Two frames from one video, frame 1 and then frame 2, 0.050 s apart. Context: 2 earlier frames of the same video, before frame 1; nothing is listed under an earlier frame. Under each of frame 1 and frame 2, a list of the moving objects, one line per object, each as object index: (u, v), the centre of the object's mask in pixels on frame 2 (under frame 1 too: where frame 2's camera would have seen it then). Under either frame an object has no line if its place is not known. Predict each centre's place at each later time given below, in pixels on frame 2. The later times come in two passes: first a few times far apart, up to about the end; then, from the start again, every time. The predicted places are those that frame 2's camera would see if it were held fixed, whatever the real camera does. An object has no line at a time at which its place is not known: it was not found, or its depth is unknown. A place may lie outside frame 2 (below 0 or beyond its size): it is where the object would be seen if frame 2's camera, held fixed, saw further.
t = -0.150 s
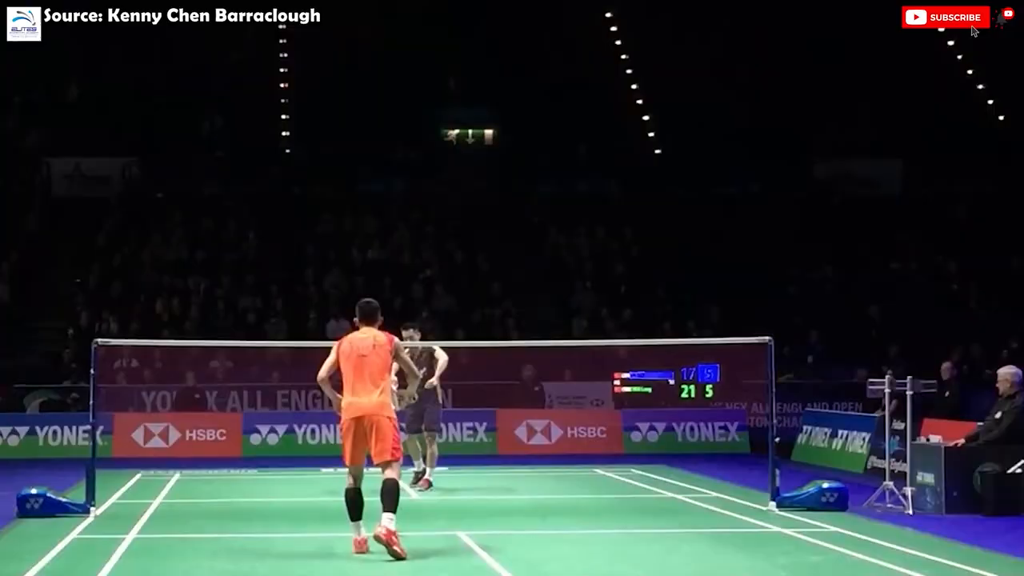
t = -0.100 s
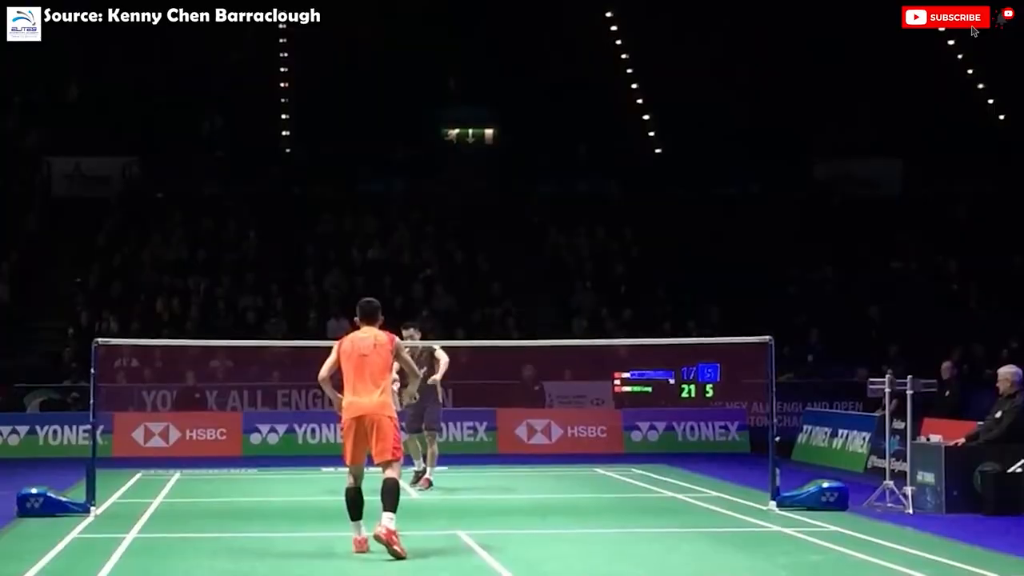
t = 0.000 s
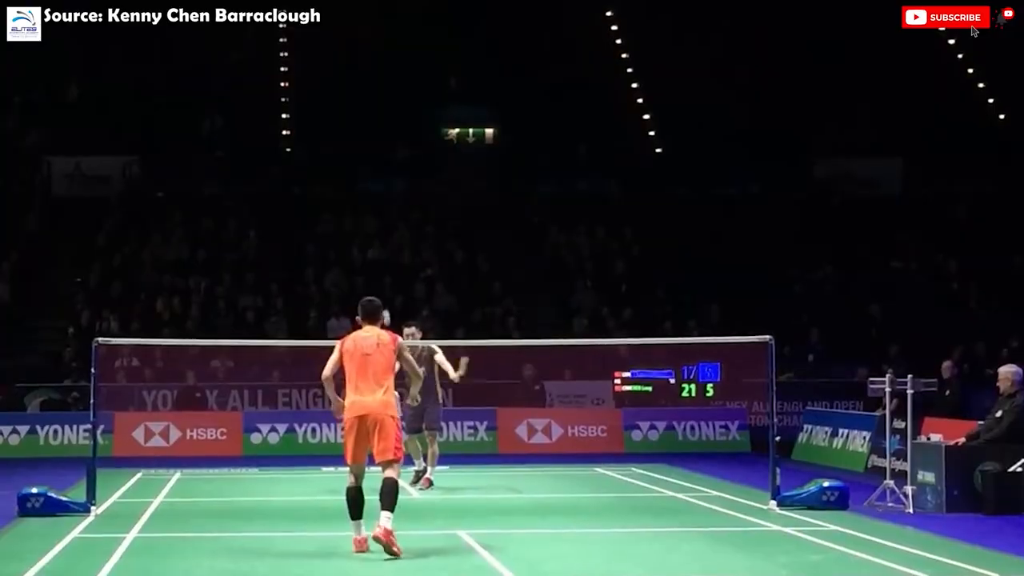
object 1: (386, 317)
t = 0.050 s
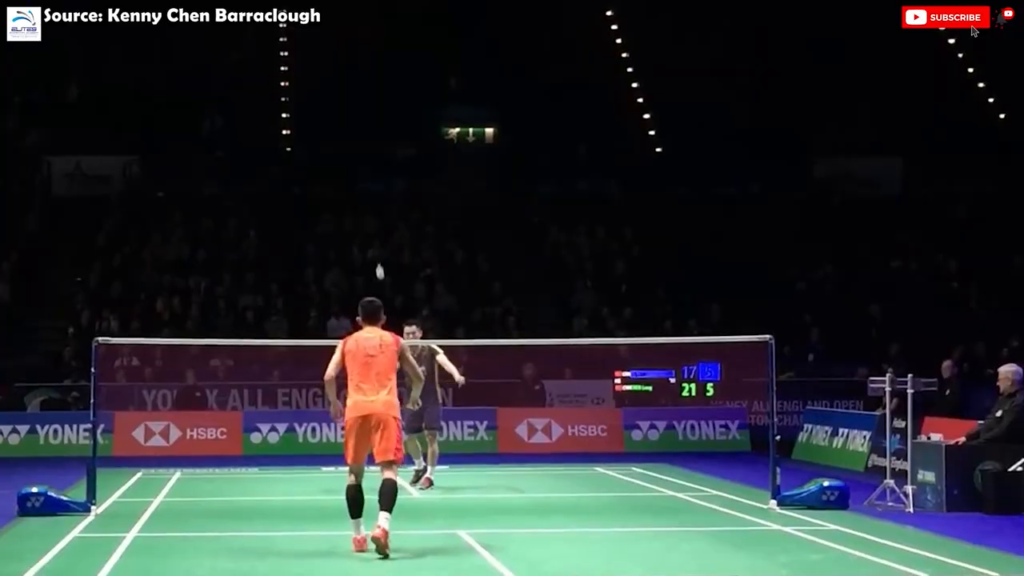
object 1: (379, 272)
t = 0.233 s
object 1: (354, 156)
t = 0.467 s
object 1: (325, 91)
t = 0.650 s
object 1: (298, 92)
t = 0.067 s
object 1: (377, 258)
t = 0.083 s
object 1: (374, 245)
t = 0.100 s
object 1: (372, 233)
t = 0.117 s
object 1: (370, 221)
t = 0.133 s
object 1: (367, 210)
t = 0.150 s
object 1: (365, 200)
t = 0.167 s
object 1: (363, 190)
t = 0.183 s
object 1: (360, 181)
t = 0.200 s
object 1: (358, 173)
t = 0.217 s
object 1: (356, 164)
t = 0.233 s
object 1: (354, 156)
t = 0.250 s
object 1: (352, 149)
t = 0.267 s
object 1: (350, 142)
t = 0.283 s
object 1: (348, 135)
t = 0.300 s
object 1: (346, 129)
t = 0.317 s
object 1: (344, 124)
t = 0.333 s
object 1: (341, 119)
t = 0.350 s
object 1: (339, 114)
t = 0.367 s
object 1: (337, 109)
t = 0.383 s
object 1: (335, 105)
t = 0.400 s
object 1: (333, 102)
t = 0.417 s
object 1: (331, 98)
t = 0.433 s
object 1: (329, 95)
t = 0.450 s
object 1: (327, 93)
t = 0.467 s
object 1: (325, 91)
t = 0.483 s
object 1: (322, 89)
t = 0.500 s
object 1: (320, 87)
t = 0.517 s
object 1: (318, 86)
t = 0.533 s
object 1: (315, 86)
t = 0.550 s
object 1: (313, 85)
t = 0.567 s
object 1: (311, 86)
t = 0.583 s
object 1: (308, 86)
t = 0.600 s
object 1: (306, 87)
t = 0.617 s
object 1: (303, 88)
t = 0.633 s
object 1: (301, 90)
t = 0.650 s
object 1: (298, 92)
